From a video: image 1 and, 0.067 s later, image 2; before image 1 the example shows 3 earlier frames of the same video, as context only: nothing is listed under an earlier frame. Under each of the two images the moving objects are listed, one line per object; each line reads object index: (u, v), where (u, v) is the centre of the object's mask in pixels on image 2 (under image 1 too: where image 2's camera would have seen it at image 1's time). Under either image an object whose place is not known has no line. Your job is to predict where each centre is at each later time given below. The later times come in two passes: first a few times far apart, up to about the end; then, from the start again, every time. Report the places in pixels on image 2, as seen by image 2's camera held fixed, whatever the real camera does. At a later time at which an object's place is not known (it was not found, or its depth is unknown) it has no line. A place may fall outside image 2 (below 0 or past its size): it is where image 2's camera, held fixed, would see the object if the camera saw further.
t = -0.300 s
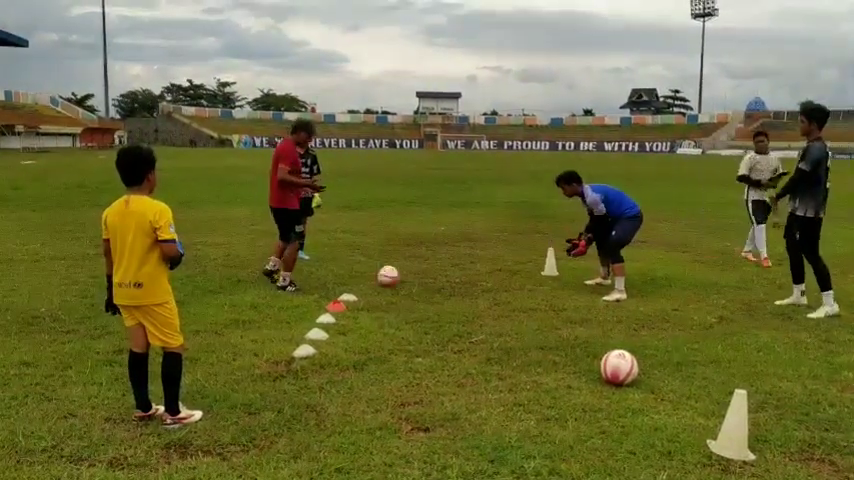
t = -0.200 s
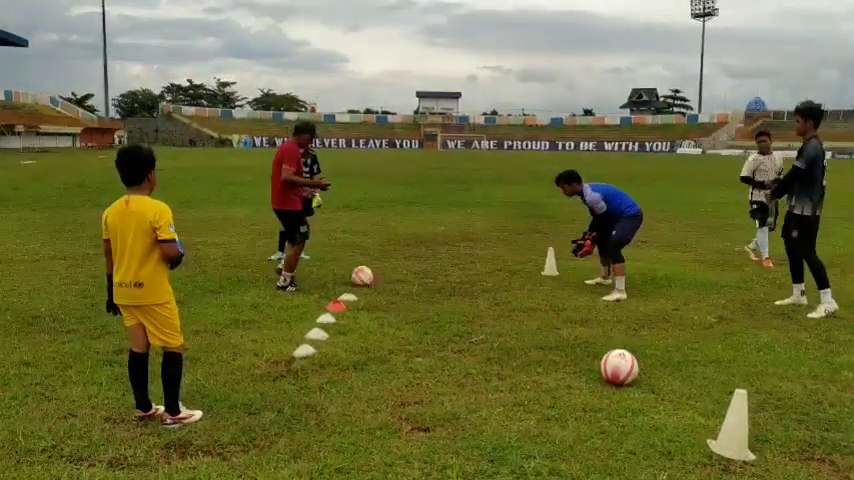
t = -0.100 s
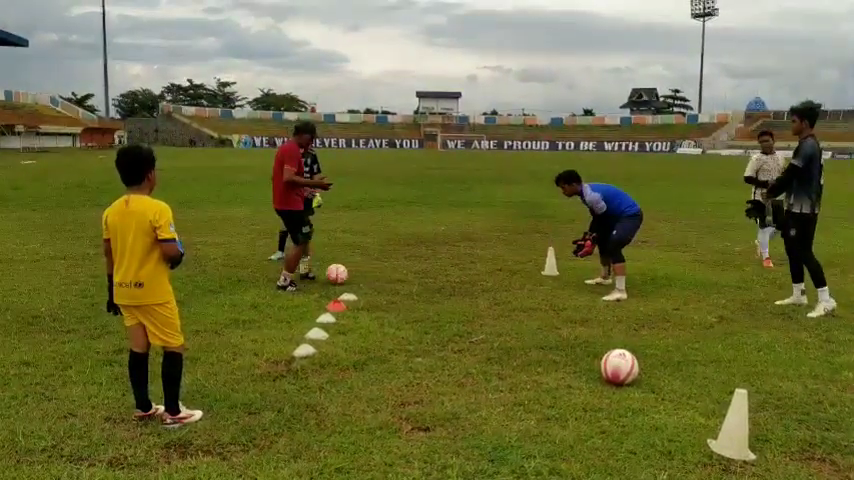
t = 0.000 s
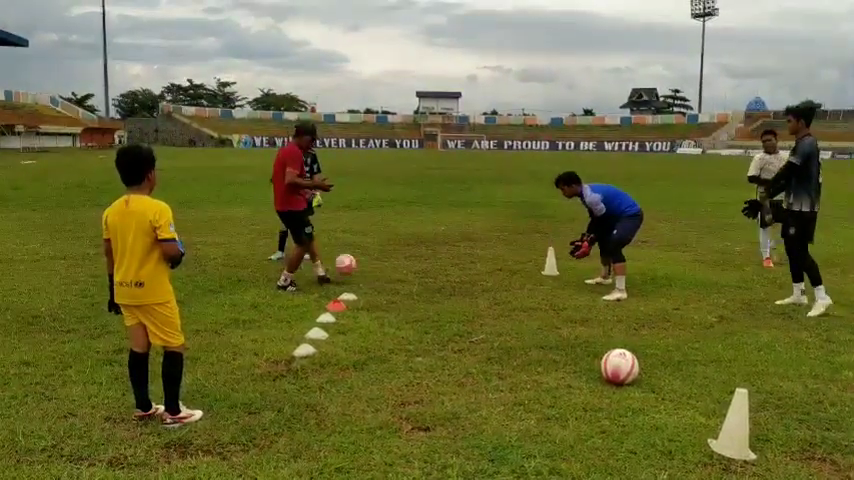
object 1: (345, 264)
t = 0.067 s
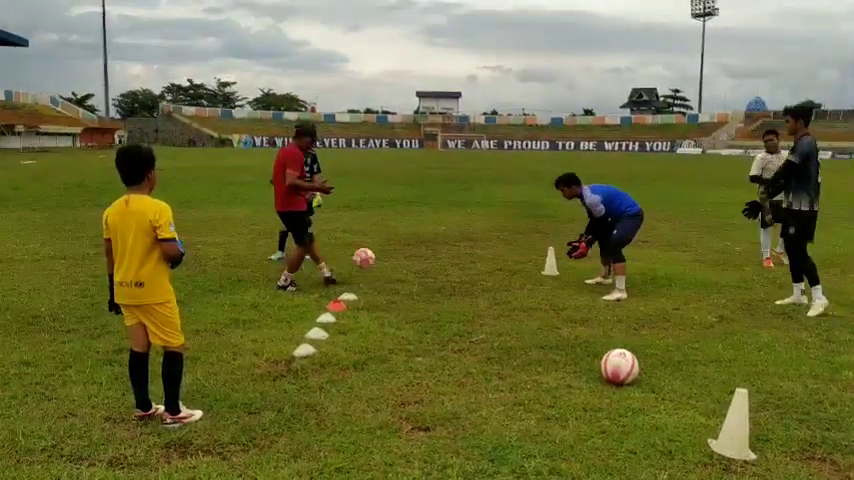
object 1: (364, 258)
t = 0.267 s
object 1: (418, 267)
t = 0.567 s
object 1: (459, 275)
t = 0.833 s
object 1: (485, 283)
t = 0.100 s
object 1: (373, 257)
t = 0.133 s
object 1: (382, 257)
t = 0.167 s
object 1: (391, 257)
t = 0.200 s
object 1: (399, 259)
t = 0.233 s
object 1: (408, 263)
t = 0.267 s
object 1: (418, 267)
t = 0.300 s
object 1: (426, 272)
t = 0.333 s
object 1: (436, 279)
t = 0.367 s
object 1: (439, 276)
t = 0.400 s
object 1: (443, 273)
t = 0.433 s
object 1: (447, 271)
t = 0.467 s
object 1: (450, 271)
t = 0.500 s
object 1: (453, 271)
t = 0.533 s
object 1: (457, 272)
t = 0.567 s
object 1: (459, 275)
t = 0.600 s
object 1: (463, 278)
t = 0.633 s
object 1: (467, 280)
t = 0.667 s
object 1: (470, 278)
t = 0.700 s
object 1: (473, 278)
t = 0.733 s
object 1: (476, 278)
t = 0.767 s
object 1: (479, 279)
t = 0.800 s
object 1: (483, 282)
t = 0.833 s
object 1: (485, 283)
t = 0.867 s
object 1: (489, 282)
